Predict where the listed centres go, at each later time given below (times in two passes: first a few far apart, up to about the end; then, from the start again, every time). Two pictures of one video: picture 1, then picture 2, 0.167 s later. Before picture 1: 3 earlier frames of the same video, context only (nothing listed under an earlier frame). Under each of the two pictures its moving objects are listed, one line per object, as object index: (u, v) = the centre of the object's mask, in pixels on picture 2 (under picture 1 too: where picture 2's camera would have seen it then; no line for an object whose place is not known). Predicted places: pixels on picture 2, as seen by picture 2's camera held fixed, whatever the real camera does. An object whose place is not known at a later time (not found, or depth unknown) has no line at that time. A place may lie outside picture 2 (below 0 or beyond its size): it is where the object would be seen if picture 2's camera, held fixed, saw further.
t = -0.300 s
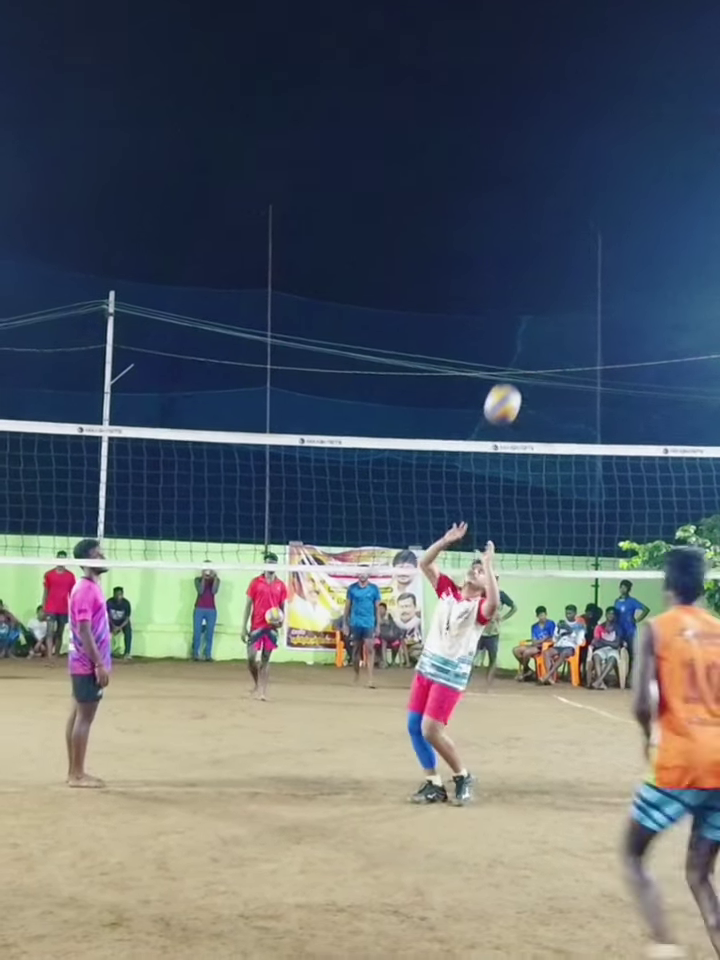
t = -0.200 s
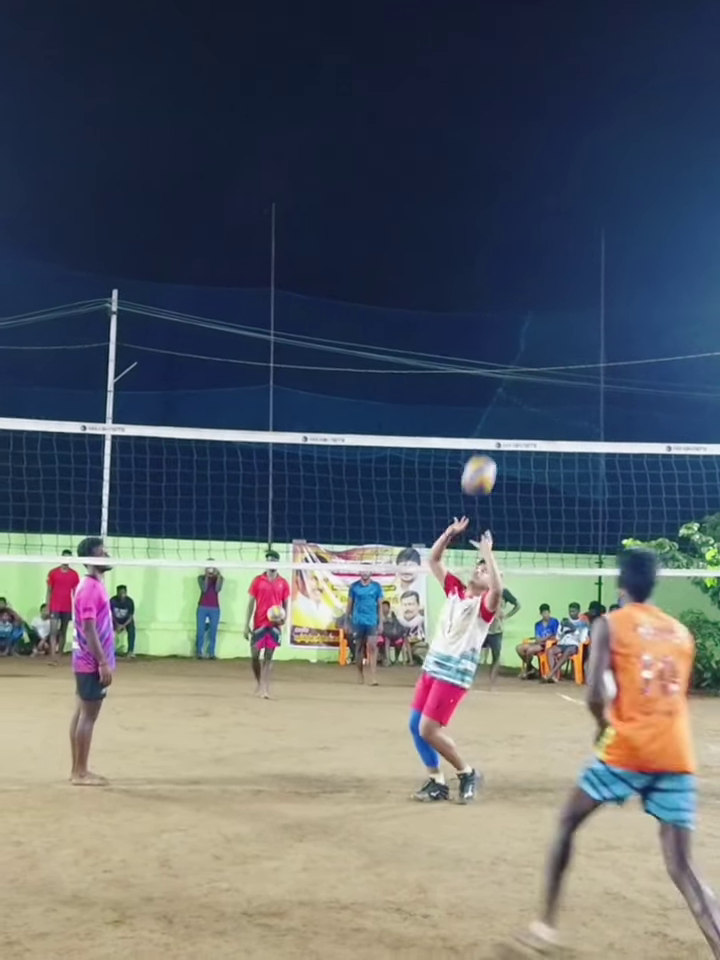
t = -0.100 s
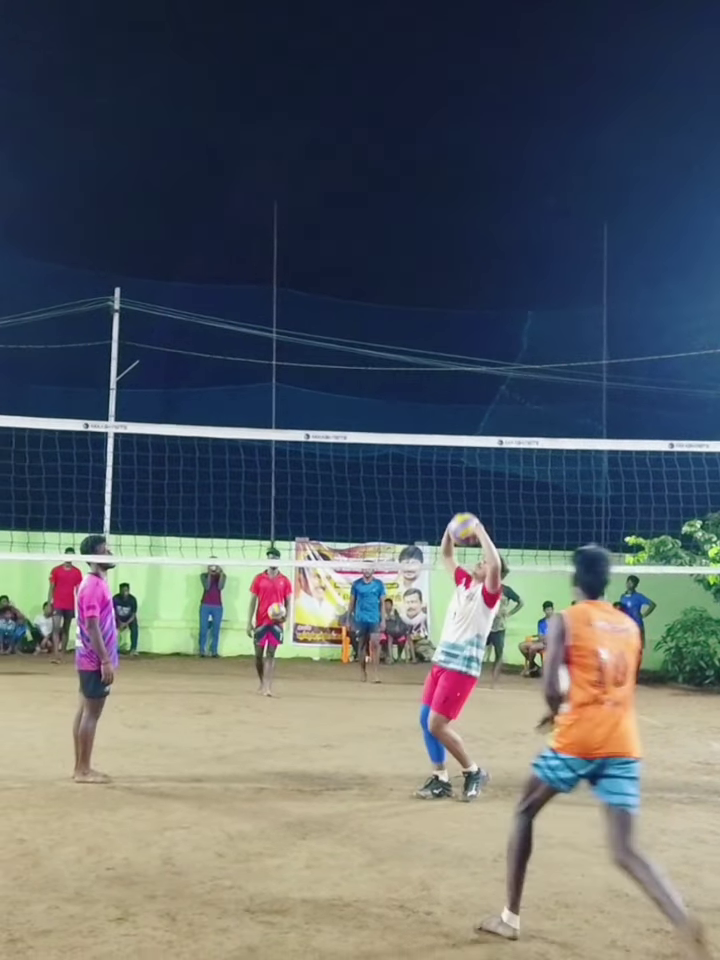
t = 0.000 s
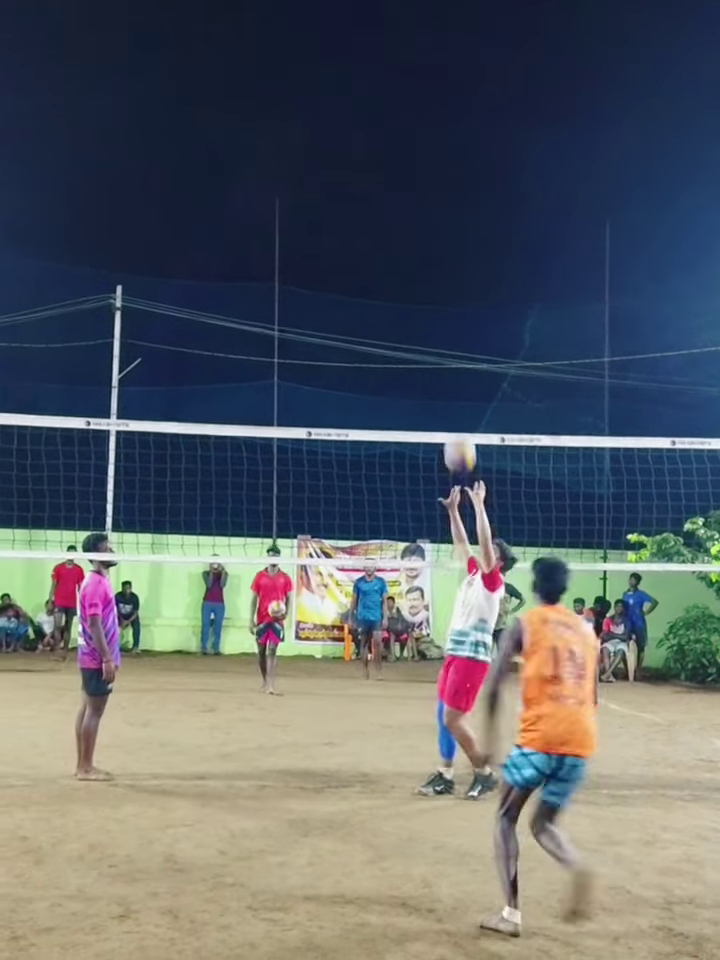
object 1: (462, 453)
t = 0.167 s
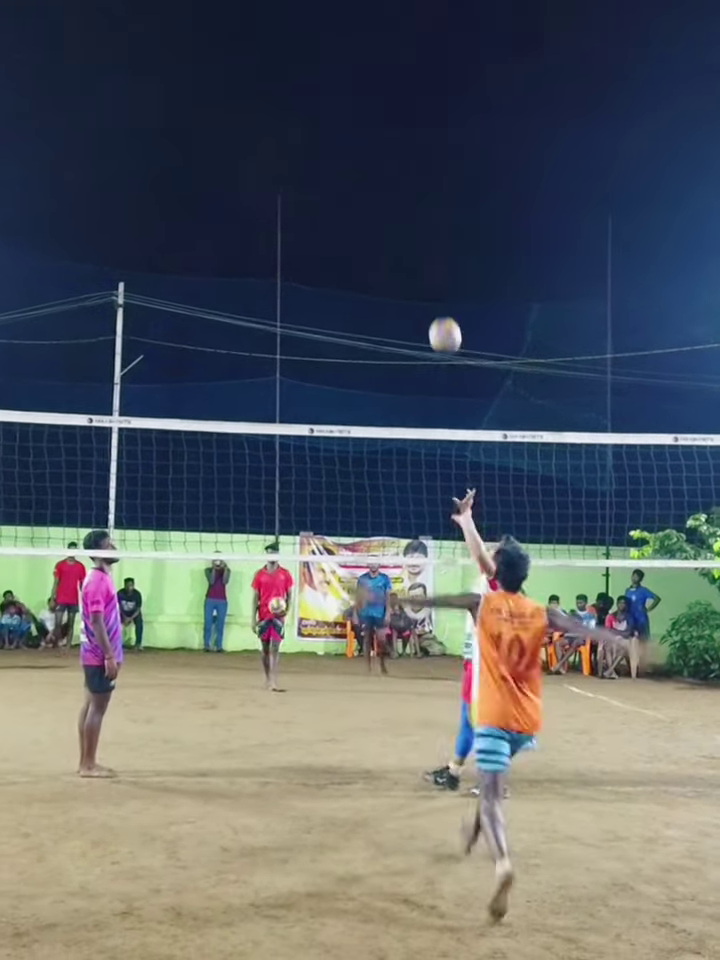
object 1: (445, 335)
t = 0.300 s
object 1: (431, 274)
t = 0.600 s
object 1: (397, 227)
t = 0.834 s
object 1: (367, 276)
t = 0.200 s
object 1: (441, 318)
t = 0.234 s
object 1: (438, 301)
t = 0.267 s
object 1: (434, 287)
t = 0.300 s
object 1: (431, 274)
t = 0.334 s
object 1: (427, 263)
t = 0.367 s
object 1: (423, 253)
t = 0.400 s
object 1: (420, 244)
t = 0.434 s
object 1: (416, 238)
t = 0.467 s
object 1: (412, 233)
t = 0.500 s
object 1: (408, 229)
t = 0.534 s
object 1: (404, 227)
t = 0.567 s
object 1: (401, 226)
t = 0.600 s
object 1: (397, 227)
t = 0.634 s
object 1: (393, 229)
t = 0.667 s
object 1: (388, 233)
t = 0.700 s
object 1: (384, 238)
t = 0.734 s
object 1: (380, 245)
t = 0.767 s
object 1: (376, 254)
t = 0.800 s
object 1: (372, 264)
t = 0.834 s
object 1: (367, 276)
